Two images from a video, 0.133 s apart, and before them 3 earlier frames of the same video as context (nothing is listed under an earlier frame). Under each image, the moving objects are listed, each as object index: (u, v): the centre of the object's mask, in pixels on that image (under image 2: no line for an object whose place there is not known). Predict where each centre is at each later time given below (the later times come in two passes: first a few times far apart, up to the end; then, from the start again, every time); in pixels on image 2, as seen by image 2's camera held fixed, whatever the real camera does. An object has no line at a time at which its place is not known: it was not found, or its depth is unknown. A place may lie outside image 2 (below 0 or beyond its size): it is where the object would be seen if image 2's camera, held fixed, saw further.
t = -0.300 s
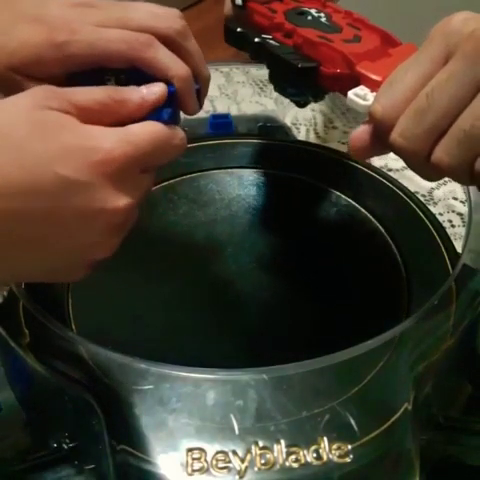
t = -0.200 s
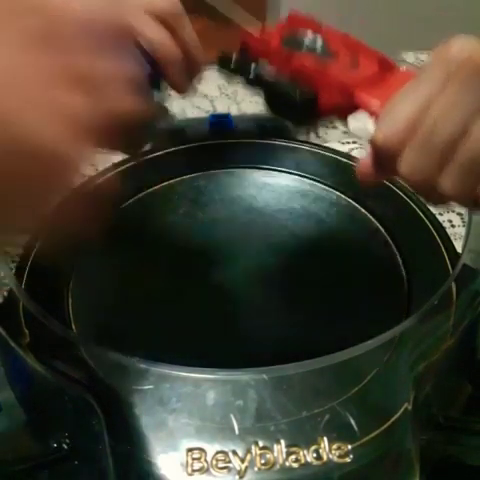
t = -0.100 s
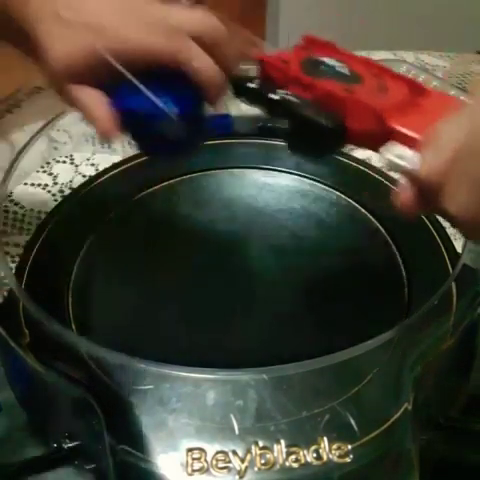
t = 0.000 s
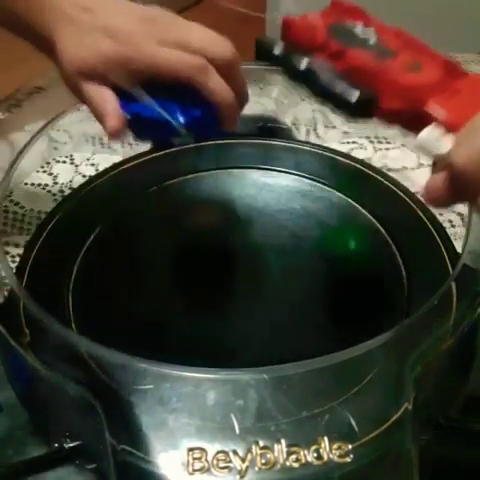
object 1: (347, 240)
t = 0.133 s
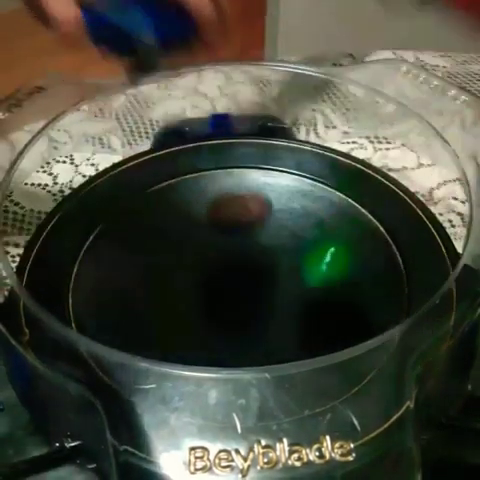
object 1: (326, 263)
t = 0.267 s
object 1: (274, 294)
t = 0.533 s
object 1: (208, 308)
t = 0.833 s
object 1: (228, 237)
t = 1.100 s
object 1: (262, 231)
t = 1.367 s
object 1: (272, 195)
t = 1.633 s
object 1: (264, 154)
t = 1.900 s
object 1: (210, 250)
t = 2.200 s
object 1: (89, 224)
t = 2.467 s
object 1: (226, 263)
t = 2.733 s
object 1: (171, 310)
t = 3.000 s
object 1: (161, 316)
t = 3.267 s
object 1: (68, 285)
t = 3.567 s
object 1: (79, 209)
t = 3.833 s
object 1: (37, 198)
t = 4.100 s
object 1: (54, 181)
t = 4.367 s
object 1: (55, 180)
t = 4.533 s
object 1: (56, 180)
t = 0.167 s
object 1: (314, 273)
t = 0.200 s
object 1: (299, 272)
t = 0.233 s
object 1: (282, 284)
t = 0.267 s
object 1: (274, 294)
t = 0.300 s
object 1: (269, 305)
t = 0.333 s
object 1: (262, 313)
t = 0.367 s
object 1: (254, 320)
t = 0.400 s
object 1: (244, 322)
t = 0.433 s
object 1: (234, 323)
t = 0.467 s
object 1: (224, 318)
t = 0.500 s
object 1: (216, 314)
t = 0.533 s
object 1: (208, 308)
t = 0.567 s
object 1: (202, 300)
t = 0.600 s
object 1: (198, 289)
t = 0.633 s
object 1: (196, 280)
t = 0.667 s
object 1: (196, 272)
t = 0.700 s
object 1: (204, 265)
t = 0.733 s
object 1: (210, 257)
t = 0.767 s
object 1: (216, 250)
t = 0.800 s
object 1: (222, 242)
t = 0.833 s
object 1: (228, 237)
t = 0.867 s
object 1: (233, 232)
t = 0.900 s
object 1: (239, 229)
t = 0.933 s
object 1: (243, 228)
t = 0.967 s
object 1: (248, 227)
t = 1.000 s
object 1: (252, 227)
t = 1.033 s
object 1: (256, 228)
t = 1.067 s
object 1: (259, 229)
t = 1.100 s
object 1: (262, 231)
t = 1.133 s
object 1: (263, 233)
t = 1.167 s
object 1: (264, 235)
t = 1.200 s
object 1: (264, 234)
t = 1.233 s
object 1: (267, 222)
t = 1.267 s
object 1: (269, 211)
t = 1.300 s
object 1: (270, 203)
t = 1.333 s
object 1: (271, 198)
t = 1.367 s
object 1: (272, 195)
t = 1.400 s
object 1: (272, 195)
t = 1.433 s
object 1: (272, 196)
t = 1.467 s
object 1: (272, 198)
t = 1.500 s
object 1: (272, 199)
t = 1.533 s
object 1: (269, 182)
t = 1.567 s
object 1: (267, 168)
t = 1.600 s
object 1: (267, 158)
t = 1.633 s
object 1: (264, 154)
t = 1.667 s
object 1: (259, 159)
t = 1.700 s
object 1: (253, 166)
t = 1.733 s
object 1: (248, 174)
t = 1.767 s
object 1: (236, 196)
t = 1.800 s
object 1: (231, 209)
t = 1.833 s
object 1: (224, 222)
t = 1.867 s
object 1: (217, 236)
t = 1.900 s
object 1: (210, 250)
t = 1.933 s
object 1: (195, 257)
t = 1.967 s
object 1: (168, 245)
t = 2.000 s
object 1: (143, 244)
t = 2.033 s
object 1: (125, 239)
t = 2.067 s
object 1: (106, 232)
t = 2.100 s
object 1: (93, 226)
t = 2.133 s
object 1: (84, 221)
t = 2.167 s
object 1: (84, 220)
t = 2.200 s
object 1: (89, 224)
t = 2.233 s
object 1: (98, 225)
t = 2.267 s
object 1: (116, 232)
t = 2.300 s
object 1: (133, 237)
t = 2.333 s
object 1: (152, 243)
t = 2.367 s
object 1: (173, 249)
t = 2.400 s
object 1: (192, 254)
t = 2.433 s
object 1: (214, 259)
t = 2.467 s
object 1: (226, 263)
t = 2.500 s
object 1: (221, 269)
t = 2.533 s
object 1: (213, 276)
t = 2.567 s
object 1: (206, 283)
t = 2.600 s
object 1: (198, 289)
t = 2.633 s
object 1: (191, 296)
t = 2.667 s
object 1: (183, 302)
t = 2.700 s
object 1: (176, 308)
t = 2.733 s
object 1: (171, 310)
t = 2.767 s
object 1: (166, 314)
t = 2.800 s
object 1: (162, 316)
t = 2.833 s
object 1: (160, 318)
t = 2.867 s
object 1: (158, 318)
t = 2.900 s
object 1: (157, 318)
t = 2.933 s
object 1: (157, 318)
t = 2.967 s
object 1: (158, 318)
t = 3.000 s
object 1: (161, 316)
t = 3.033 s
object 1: (166, 316)
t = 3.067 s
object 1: (158, 317)
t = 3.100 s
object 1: (111, 321)
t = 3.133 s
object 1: (77, 312)
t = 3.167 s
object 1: (55, 304)
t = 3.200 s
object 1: (51, 299)
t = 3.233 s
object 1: (58, 291)
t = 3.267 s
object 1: (68, 285)
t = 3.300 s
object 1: (86, 276)
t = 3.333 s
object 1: (106, 267)
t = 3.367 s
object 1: (126, 259)
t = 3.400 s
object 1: (147, 252)
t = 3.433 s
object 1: (168, 247)
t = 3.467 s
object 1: (189, 242)
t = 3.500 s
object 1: (165, 234)
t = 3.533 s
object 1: (118, 222)
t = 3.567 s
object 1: (79, 209)
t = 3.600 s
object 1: (57, 199)
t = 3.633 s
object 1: (37, 201)
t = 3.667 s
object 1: (25, 207)
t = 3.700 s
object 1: (18, 216)
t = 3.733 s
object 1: (14, 220)
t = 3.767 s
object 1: (17, 221)
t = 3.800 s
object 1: (25, 207)
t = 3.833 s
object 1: (37, 198)
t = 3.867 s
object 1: (44, 190)
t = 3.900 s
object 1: (49, 186)
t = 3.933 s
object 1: (53, 184)
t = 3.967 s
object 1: (55, 181)
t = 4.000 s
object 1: (55, 180)
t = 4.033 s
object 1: (55, 181)
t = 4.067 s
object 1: (54, 181)
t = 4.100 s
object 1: (54, 181)
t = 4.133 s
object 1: (55, 181)
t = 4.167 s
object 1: (55, 181)
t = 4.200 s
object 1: (55, 181)
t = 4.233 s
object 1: (55, 181)
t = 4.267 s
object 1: (55, 181)
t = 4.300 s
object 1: (55, 181)
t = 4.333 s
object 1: (56, 181)
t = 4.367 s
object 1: (55, 180)
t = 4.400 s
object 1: (56, 180)
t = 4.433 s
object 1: (56, 181)
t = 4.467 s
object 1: (56, 181)
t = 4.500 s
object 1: (56, 180)
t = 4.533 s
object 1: (56, 180)
